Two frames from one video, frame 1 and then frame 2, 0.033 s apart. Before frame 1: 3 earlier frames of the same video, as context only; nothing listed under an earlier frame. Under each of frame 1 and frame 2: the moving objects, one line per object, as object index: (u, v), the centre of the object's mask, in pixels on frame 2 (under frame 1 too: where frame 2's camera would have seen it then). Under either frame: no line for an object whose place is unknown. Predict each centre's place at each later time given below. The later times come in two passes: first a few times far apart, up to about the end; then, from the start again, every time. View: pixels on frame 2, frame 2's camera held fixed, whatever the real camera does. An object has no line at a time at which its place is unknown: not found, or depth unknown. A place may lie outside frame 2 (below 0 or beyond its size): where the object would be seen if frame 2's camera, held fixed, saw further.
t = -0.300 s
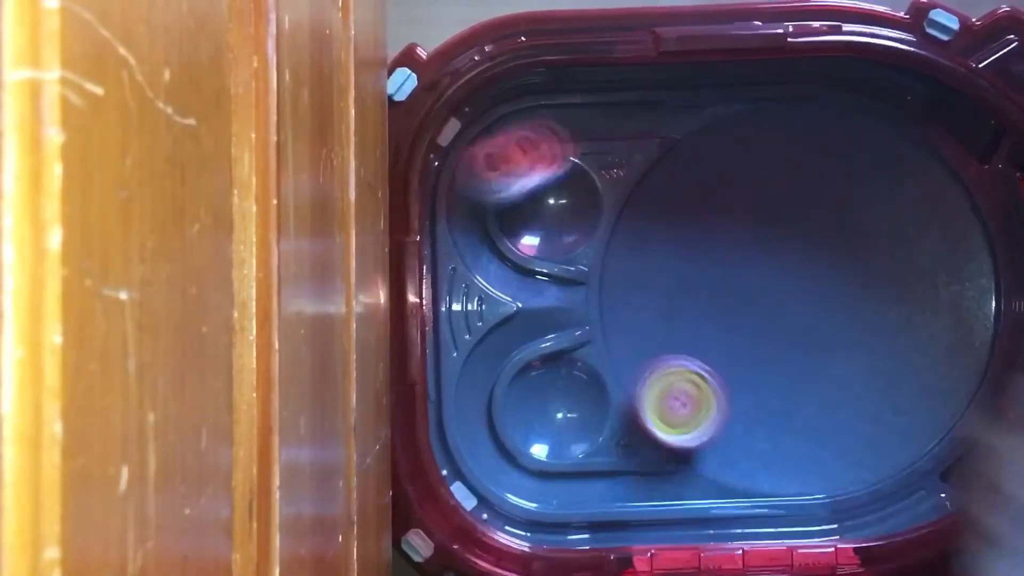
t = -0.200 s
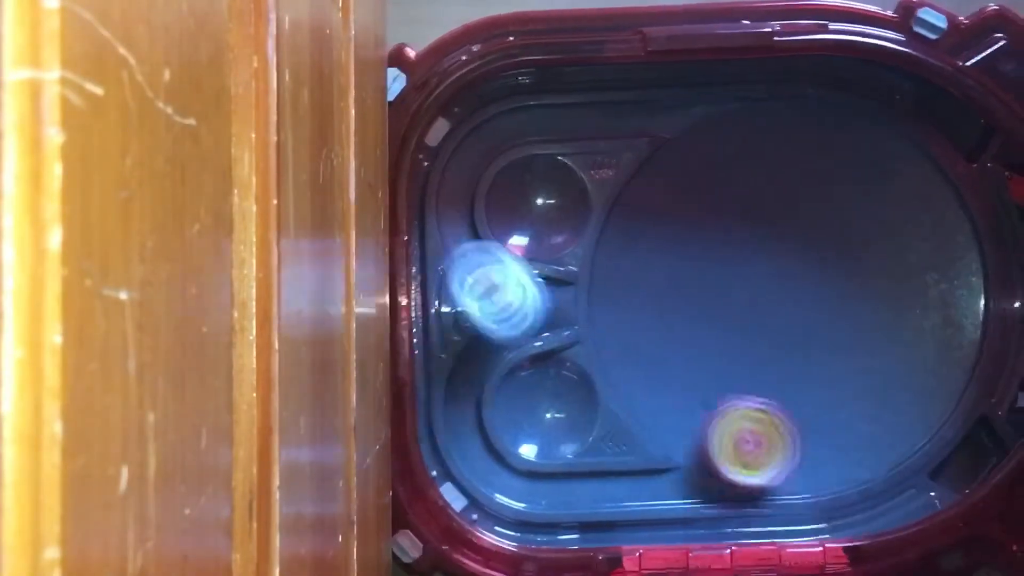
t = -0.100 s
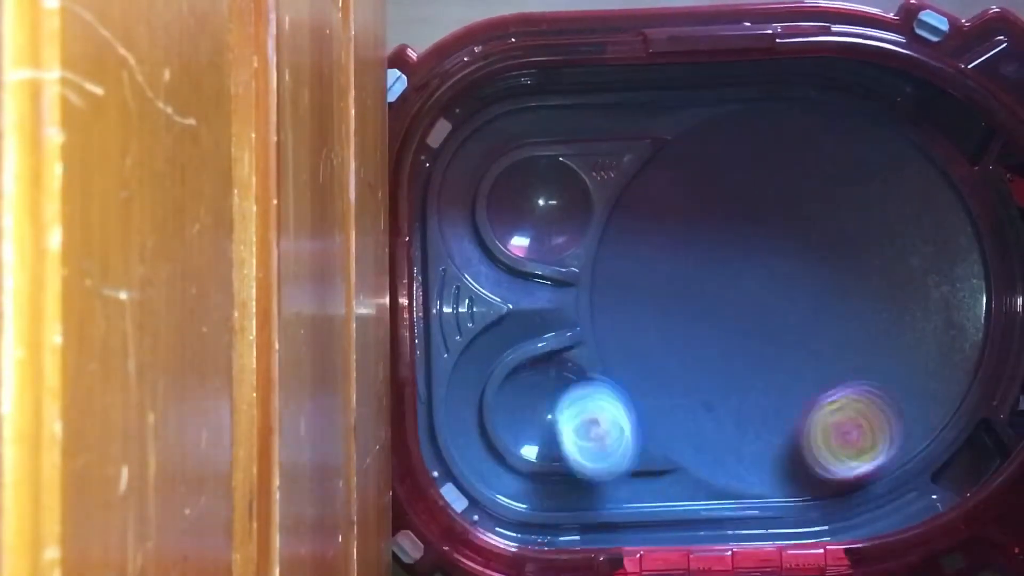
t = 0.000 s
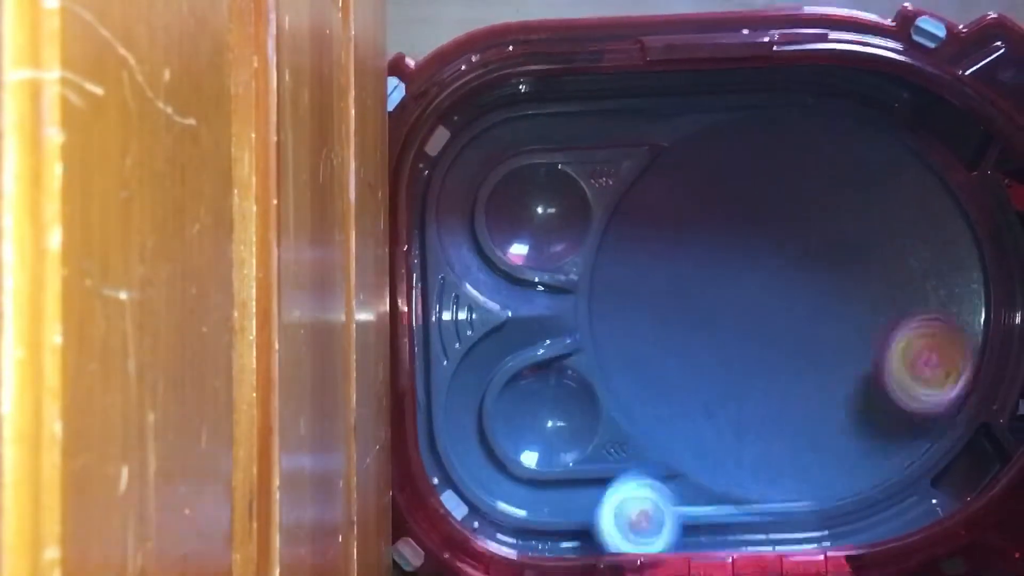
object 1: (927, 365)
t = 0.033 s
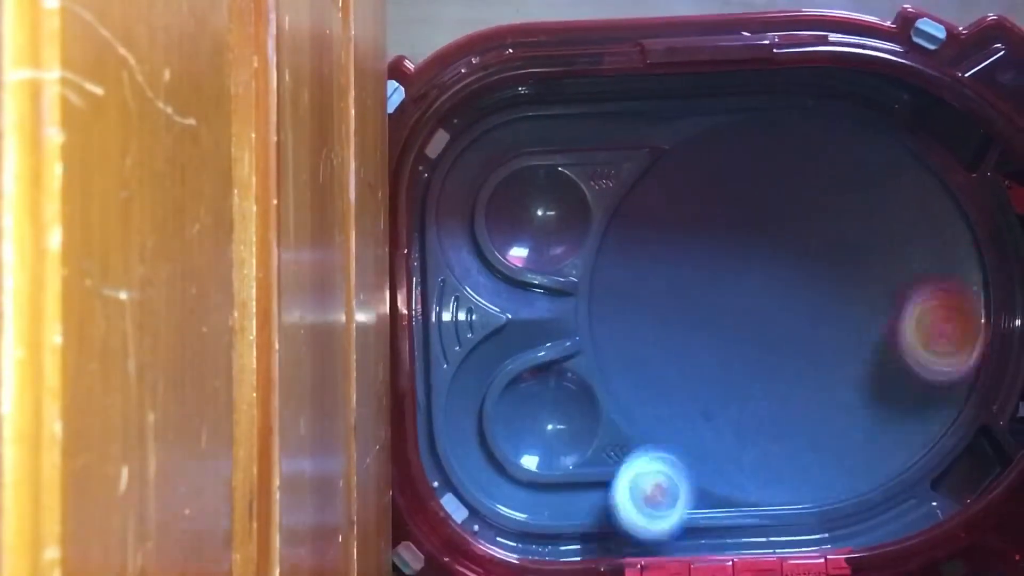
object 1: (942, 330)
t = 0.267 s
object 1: (861, 124)
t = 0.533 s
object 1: (541, 201)
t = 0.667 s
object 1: (500, 261)
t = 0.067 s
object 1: (950, 297)
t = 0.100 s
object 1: (952, 260)
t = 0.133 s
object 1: (946, 224)
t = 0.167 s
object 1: (935, 192)
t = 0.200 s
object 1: (917, 163)
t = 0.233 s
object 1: (893, 138)
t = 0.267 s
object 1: (861, 124)
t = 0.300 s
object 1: (821, 123)
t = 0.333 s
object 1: (778, 126)
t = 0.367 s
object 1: (733, 132)
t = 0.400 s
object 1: (687, 143)
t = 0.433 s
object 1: (650, 155)
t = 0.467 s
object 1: (614, 171)
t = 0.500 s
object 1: (579, 185)
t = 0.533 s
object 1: (541, 201)
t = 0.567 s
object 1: (508, 217)
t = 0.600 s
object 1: (496, 232)
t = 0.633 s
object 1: (498, 246)
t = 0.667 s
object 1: (500, 261)
